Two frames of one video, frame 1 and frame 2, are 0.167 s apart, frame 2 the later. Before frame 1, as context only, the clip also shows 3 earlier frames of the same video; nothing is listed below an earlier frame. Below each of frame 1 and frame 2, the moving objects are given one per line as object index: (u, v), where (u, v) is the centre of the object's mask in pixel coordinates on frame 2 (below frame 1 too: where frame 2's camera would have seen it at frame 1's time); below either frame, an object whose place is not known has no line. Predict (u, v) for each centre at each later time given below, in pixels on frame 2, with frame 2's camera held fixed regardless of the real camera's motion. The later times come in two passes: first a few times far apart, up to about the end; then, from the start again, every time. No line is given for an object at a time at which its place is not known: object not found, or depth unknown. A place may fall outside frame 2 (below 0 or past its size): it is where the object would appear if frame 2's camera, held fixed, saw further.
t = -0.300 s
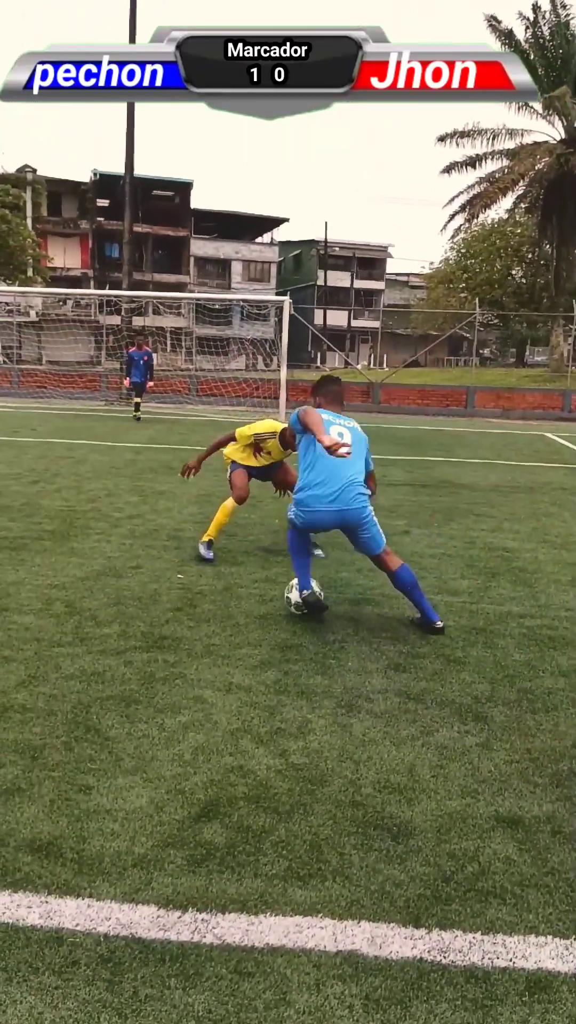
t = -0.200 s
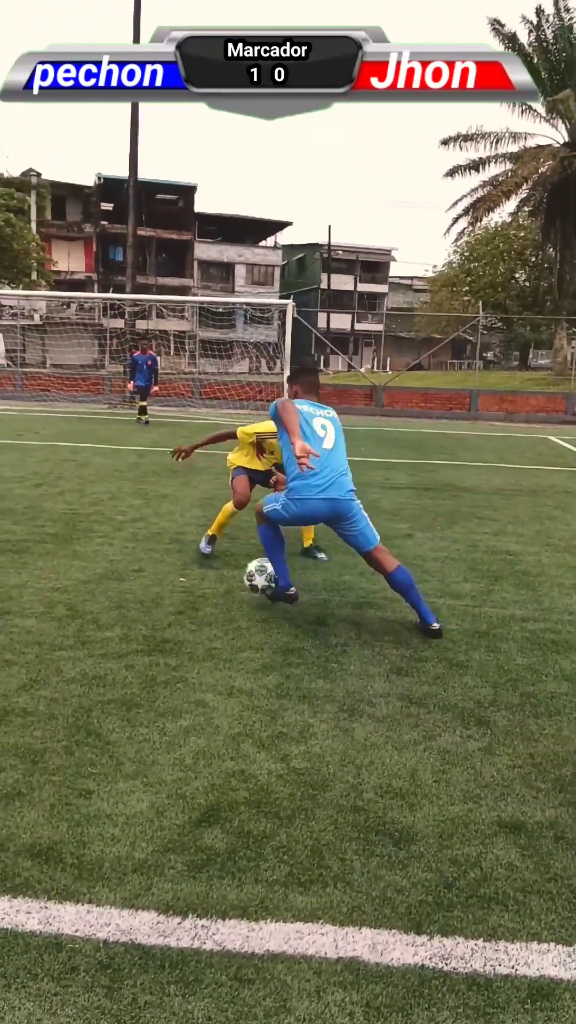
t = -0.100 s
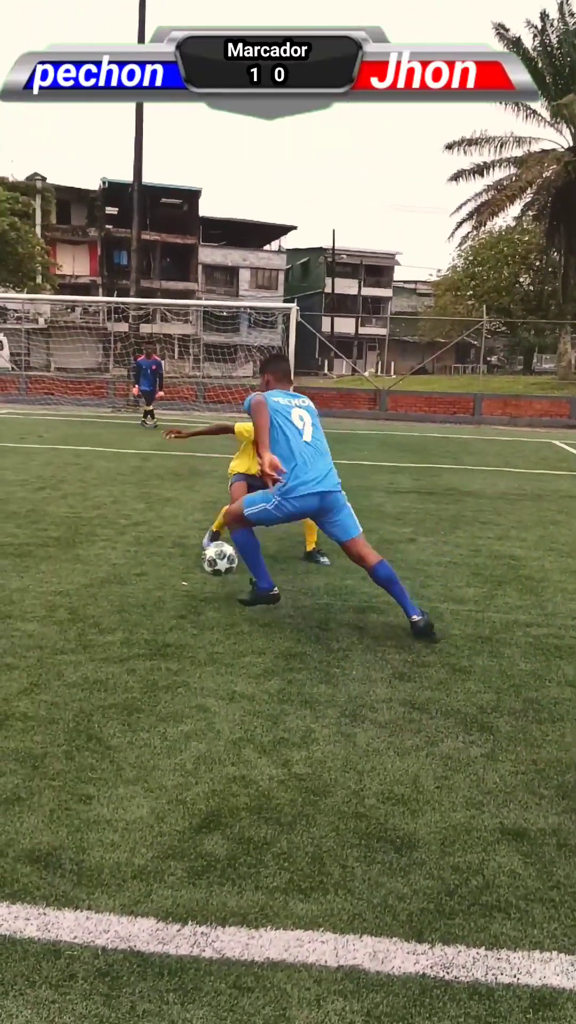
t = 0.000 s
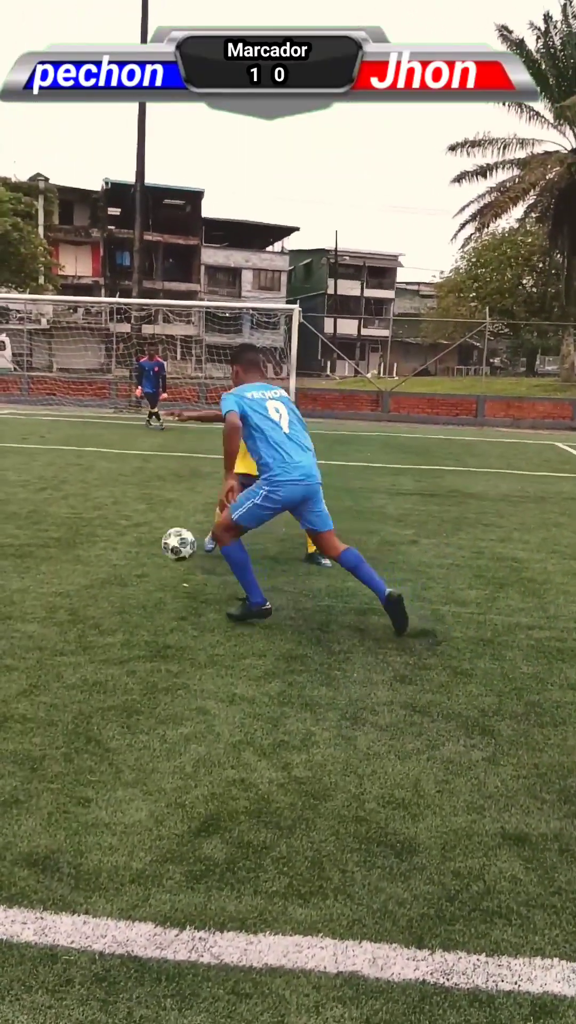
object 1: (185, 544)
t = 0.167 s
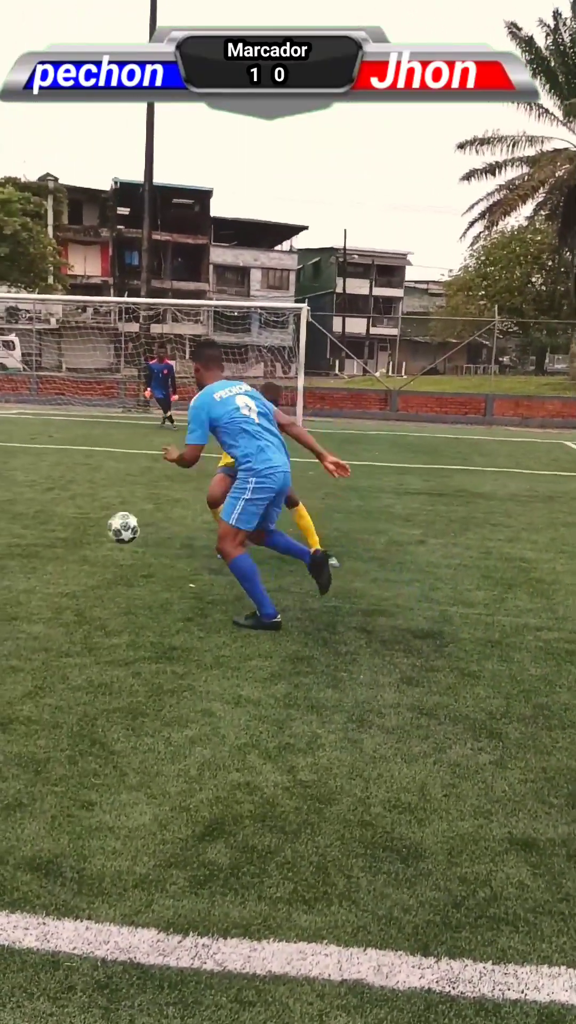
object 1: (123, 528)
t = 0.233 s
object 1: (101, 524)
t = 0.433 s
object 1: (42, 523)
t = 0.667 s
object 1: (-7, 506)
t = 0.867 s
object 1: (-39, 490)
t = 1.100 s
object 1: (-70, 488)
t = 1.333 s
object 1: (-96, 485)
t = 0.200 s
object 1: (112, 525)
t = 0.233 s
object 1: (101, 524)
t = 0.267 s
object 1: (90, 523)
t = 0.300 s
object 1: (80, 522)
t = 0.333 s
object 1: (70, 522)
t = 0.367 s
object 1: (60, 522)
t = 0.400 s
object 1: (51, 522)
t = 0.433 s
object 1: (42, 523)
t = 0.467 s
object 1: (33, 524)
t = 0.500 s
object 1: (24, 526)
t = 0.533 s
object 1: (16, 525)
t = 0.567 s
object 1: (11, 519)
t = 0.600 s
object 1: (5, 514)
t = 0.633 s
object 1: (-1, 510)
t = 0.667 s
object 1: (-7, 506)
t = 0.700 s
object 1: (-13, 502)
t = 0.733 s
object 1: (-18, 499)
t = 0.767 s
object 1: (-23, 496)
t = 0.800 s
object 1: (-29, 494)
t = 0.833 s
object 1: (-34, 492)
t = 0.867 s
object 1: (-39, 490)
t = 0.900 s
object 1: (-44, 489)
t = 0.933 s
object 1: (-48, 488)
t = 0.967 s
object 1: (-53, 487)
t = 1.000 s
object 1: (-57, 487)
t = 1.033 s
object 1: (-61, 487)
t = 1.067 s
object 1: (-66, 487)
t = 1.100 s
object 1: (-70, 488)
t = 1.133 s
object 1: (-75, 488)
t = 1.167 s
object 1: (-79, 490)
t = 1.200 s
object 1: (-83, 491)
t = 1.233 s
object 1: (-87, 493)
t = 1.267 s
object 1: (-91, 492)
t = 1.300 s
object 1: (-93, 490)
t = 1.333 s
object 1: (-96, 485)
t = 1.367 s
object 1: (-99, 483)
